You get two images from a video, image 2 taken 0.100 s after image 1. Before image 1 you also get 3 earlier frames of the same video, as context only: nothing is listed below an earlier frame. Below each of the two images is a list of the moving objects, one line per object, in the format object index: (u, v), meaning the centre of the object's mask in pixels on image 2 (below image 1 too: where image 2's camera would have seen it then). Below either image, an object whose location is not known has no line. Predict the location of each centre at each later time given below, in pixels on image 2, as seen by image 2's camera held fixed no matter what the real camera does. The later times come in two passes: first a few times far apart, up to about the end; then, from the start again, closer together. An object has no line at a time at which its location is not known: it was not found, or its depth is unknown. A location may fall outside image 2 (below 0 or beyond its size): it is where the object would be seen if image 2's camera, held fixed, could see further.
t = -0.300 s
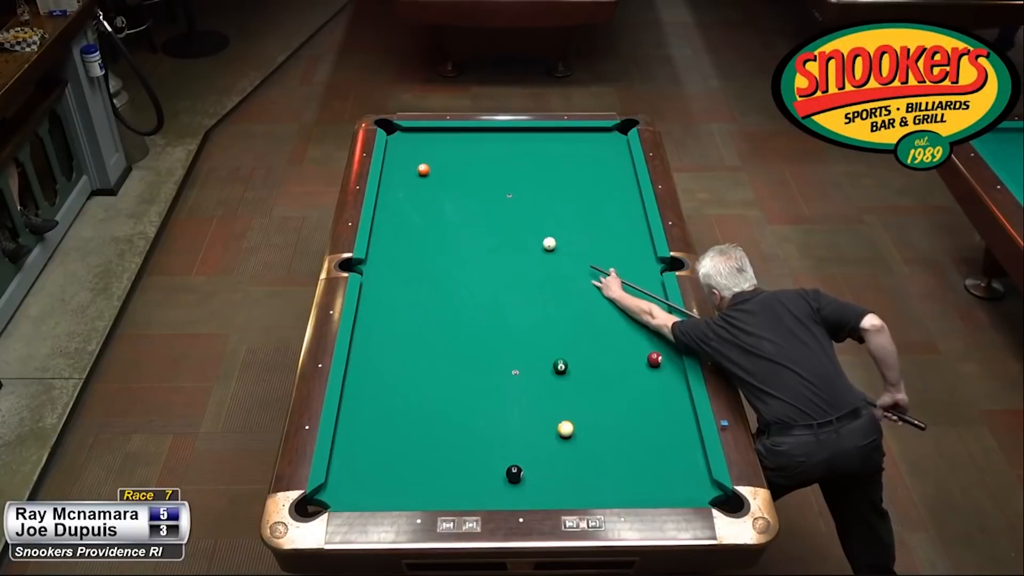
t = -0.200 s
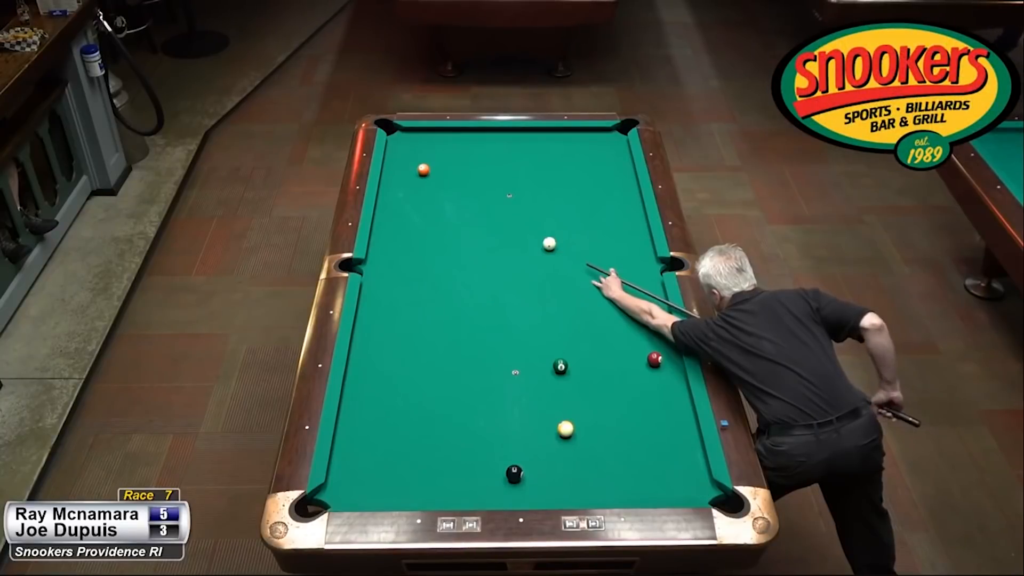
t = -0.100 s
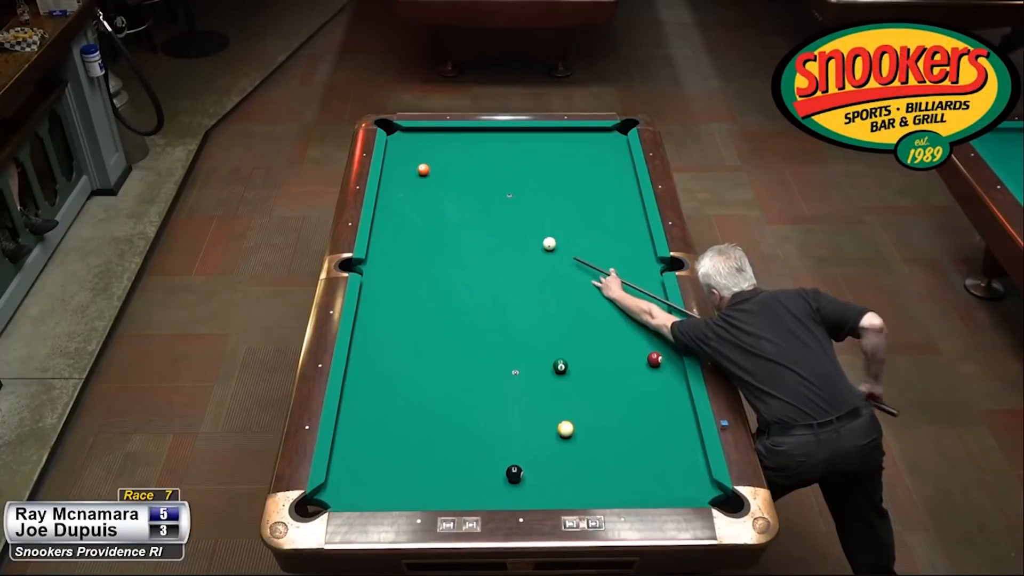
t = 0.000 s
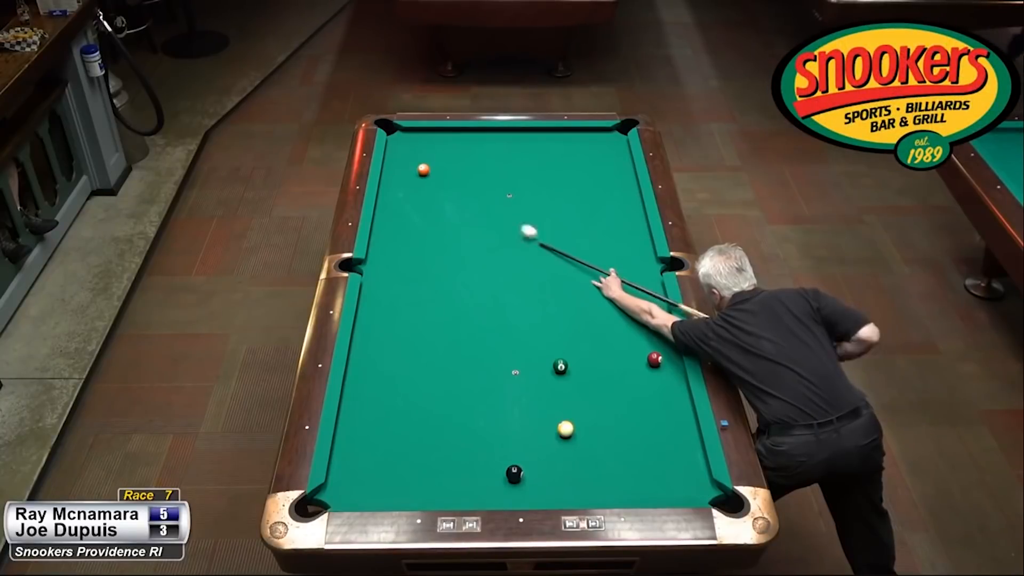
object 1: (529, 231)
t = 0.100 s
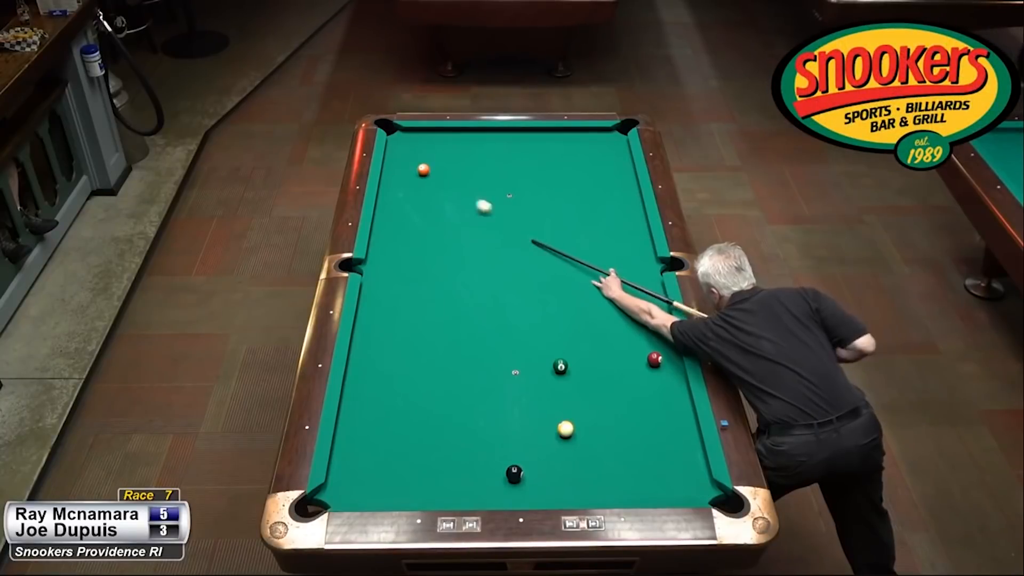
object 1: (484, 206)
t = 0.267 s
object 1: (429, 176)
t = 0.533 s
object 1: (390, 180)
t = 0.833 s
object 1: (402, 189)
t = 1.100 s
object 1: (420, 197)
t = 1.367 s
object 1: (436, 204)
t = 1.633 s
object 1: (454, 212)
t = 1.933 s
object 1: (472, 220)
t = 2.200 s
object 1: (487, 226)
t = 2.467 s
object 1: (501, 232)
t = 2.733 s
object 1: (515, 238)
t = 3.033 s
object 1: (530, 244)
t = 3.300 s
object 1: (542, 249)
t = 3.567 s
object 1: (552, 254)
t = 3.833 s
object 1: (562, 258)
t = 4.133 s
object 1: (572, 262)
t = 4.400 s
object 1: (580, 265)
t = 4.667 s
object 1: (586, 268)
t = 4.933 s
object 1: (592, 270)
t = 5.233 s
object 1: (596, 272)
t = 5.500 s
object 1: (599, 274)
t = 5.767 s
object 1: (601, 274)
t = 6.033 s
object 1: (601, 274)
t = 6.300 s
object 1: (601, 274)
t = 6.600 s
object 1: (601, 274)
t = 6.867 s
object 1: (601, 274)
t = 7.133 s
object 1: (601, 274)
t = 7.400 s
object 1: (601, 274)
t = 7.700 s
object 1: (601, 274)
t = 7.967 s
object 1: (601, 274)
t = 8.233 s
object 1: (601, 274)
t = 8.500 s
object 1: (601, 274)
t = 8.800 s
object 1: (601, 274)
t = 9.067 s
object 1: (601, 274)
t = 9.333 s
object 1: (601, 274)
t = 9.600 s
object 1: (601, 274)
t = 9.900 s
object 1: (601, 274)
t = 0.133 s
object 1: (470, 199)
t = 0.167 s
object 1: (464, 195)
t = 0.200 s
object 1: (446, 185)
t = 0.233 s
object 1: (434, 179)
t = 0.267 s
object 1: (429, 176)
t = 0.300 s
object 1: (420, 176)
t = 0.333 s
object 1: (415, 177)
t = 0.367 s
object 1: (413, 177)
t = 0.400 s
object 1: (407, 178)
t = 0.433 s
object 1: (403, 179)
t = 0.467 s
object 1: (401, 179)
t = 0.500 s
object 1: (394, 180)
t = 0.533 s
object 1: (390, 180)
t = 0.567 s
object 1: (389, 180)
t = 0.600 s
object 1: (385, 182)
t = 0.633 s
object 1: (388, 183)
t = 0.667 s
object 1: (389, 183)
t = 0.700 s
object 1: (392, 185)
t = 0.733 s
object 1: (395, 186)
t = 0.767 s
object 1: (396, 186)
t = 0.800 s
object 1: (400, 188)
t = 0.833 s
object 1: (402, 189)
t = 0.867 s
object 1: (403, 189)
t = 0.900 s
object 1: (406, 191)
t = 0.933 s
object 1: (409, 192)
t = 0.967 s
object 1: (410, 192)
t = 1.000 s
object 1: (413, 194)
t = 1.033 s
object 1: (415, 195)
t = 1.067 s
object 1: (416, 195)
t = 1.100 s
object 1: (420, 197)
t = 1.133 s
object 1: (422, 198)
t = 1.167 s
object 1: (423, 198)
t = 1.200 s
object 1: (426, 200)
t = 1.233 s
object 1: (429, 201)
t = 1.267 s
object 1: (430, 201)
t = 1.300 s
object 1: (433, 203)
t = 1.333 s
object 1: (435, 203)
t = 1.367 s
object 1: (436, 204)
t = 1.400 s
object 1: (440, 205)
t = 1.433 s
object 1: (442, 206)
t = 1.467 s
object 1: (443, 207)
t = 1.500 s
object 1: (446, 208)
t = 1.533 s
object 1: (448, 209)
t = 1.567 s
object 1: (449, 209)
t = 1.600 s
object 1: (452, 211)
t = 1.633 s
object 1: (454, 212)
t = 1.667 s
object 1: (455, 212)
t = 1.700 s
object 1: (458, 213)
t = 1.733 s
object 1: (460, 214)
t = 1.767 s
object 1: (461, 215)
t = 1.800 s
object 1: (464, 216)
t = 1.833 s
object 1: (466, 217)
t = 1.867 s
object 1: (467, 217)
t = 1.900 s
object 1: (470, 219)
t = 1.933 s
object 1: (472, 220)
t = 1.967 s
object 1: (473, 220)
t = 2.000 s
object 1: (476, 221)
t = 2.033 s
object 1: (478, 222)
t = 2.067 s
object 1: (479, 222)
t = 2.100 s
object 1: (482, 224)
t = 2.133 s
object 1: (484, 224)
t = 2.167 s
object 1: (485, 225)
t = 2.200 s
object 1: (487, 226)
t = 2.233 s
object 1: (489, 227)
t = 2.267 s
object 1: (490, 227)
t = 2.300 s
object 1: (493, 228)
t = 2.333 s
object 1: (494, 229)
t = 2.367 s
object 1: (496, 230)
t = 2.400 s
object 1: (498, 231)
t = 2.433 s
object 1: (500, 232)
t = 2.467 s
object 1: (501, 232)
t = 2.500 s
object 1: (503, 233)
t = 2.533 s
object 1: (505, 234)
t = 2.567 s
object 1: (506, 234)
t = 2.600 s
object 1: (509, 235)
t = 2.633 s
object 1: (511, 236)
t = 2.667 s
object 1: (511, 236)
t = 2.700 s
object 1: (514, 238)
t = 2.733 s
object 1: (515, 238)
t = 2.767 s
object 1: (516, 239)
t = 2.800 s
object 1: (519, 240)
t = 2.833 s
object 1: (521, 240)
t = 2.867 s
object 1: (521, 241)
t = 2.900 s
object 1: (524, 242)
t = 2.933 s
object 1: (525, 242)
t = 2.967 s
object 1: (526, 243)
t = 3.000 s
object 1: (528, 244)
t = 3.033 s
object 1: (530, 244)
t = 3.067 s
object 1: (531, 245)
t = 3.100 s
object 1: (533, 246)
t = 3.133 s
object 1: (534, 246)
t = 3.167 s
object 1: (535, 247)
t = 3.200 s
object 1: (537, 247)
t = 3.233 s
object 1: (539, 248)
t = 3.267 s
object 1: (540, 248)
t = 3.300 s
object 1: (542, 249)
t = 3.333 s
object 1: (543, 250)
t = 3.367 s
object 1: (544, 250)
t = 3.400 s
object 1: (546, 251)
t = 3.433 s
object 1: (547, 252)
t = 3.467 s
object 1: (548, 252)
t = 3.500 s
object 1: (550, 253)
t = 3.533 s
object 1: (551, 253)
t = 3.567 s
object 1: (552, 254)
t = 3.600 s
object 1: (554, 254)
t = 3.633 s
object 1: (555, 255)
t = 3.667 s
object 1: (556, 255)
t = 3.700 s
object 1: (558, 256)
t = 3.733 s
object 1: (559, 256)
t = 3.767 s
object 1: (560, 257)
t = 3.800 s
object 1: (561, 257)
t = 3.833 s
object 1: (562, 258)
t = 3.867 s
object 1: (563, 258)
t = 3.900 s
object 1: (565, 259)
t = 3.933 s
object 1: (566, 259)
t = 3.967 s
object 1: (567, 260)
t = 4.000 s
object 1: (568, 260)
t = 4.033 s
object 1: (569, 261)
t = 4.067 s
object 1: (570, 261)
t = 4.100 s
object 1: (571, 261)
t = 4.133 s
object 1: (572, 262)
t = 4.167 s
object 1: (573, 262)
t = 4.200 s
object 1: (574, 263)
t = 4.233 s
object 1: (575, 263)
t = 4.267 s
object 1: (576, 263)
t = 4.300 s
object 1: (577, 264)
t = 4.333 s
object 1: (578, 264)
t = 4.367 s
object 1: (579, 265)
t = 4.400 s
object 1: (580, 265)
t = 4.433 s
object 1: (581, 265)
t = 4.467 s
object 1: (581, 266)
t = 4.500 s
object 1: (582, 266)
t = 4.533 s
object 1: (583, 267)
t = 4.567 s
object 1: (584, 267)
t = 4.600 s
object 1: (585, 267)
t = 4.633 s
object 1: (586, 268)
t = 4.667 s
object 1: (586, 268)
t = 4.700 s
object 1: (587, 268)
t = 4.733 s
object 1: (588, 269)
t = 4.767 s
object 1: (588, 269)
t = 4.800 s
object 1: (589, 269)
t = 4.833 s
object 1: (590, 269)
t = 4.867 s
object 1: (590, 270)
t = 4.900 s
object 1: (591, 270)
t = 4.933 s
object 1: (592, 270)
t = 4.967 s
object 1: (592, 270)
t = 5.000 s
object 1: (593, 271)
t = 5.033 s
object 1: (593, 271)
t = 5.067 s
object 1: (594, 271)
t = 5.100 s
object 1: (594, 272)
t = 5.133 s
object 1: (595, 272)
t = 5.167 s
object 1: (595, 272)
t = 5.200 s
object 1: (596, 272)
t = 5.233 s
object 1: (596, 272)
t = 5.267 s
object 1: (596, 272)
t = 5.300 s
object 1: (597, 273)
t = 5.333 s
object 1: (597, 273)
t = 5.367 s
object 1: (598, 273)
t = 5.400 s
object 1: (598, 273)
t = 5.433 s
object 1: (598, 273)
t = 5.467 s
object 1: (599, 273)
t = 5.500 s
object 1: (599, 274)
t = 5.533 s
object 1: (599, 274)
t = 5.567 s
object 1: (599, 274)
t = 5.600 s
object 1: (600, 274)
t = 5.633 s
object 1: (600, 274)
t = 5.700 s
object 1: (600, 274)
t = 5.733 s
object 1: (600, 274)
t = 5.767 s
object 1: (601, 274)
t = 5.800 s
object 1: (601, 274)
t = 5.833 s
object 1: (601, 274)
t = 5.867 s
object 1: (601, 274)
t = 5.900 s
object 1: (601, 274)
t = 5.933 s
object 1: (601, 274)
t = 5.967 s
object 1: (601, 274)
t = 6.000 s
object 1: (601, 274)
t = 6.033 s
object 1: (601, 274)
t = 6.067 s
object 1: (601, 274)
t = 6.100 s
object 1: (601, 274)
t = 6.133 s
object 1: (601, 274)
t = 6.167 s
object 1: (601, 274)
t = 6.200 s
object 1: (601, 274)
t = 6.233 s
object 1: (601, 274)
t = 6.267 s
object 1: (601, 274)
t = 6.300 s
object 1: (601, 274)
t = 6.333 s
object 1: (601, 274)
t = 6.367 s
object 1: (601, 274)
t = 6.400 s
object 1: (601, 274)
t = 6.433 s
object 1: (601, 274)
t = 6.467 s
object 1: (601, 274)
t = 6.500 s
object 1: (601, 274)
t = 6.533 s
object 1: (601, 274)
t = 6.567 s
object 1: (601, 274)
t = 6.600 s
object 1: (601, 274)
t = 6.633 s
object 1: (601, 274)
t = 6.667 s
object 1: (601, 274)
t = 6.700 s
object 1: (601, 274)
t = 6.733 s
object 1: (601, 274)
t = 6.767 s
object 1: (601, 274)
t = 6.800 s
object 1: (601, 274)
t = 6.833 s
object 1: (601, 274)
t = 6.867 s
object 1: (601, 274)
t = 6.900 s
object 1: (601, 274)
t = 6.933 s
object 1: (601, 274)
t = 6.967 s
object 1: (601, 274)
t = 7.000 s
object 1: (601, 274)
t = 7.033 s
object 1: (601, 274)
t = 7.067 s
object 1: (601, 274)
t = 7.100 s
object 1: (601, 274)
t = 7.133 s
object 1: (601, 274)
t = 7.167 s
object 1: (601, 274)
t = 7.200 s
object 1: (601, 274)
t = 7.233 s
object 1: (601, 274)
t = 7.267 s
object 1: (601, 274)
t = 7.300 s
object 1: (601, 274)
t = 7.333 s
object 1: (601, 274)
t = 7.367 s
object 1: (601, 274)
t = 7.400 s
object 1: (601, 274)
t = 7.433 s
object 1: (601, 274)
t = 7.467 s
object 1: (601, 274)
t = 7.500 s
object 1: (601, 274)
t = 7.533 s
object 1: (601, 274)
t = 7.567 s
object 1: (601, 274)
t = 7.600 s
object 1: (601, 274)
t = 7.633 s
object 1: (601, 274)
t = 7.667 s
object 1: (601, 274)
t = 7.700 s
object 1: (601, 274)
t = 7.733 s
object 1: (601, 274)
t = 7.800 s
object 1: (601, 274)
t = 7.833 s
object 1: (601, 274)
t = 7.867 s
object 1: (601, 274)
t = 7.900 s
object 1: (601, 274)
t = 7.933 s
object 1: (601, 274)
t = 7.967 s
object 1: (601, 274)
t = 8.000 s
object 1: (601, 274)
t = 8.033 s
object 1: (601, 274)
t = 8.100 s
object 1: (601, 274)
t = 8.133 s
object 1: (601, 274)
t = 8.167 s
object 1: (601, 274)
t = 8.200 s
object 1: (601, 274)
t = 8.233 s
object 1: (601, 274)
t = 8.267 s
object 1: (601, 274)
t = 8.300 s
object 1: (601, 274)
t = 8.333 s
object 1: (601, 274)
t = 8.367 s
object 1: (601, 274)
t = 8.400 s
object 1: (601, 274)
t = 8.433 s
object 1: (601, 274)
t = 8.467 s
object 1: (601, 274)
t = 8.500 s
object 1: (601, 274)
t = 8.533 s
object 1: (601, 274)
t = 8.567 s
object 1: (601, 274)
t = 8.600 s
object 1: (601, 274)
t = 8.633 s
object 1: (601, 274)
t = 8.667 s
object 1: (601, 274)
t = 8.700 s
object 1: (601, 274)
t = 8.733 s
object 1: (601, 274)
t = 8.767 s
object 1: (601, 274)
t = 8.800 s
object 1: (601, 274)
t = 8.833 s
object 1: (601, 274)
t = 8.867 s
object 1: (601, 274)
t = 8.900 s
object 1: (601, 274)
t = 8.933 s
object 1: (601, 274)
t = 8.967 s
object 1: (601, 274)
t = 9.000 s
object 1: (601, 274)
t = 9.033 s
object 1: (601, 274)
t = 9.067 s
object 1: (601, 274)
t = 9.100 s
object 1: (601, 274)
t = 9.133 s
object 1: (601, 274)
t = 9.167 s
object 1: (601, 274)
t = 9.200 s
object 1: (601, 274)
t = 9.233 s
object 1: (601, 274)
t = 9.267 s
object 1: (601, 274)
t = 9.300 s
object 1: (601, 274)
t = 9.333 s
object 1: (601, 274)
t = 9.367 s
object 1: (601, 274)
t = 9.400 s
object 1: (601, 274)
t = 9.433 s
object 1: (601, 274)
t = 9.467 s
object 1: (601, 274)
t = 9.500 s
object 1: (601, 274)
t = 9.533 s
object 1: (601, 274)
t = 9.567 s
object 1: (601, 274)
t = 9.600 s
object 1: (601, 274)
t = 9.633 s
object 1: (601, 274)
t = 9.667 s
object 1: (601, 274)
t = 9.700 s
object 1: (601, 274)
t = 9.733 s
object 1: (601, 274)
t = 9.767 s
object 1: (601, 274)
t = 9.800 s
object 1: (601, 274)
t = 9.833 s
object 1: (601, 274)
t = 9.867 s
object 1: (601, 274)
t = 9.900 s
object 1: (601, 274)
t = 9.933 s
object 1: (601, 274)
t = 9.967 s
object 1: (601, 274)
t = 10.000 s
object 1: (601, 274)
